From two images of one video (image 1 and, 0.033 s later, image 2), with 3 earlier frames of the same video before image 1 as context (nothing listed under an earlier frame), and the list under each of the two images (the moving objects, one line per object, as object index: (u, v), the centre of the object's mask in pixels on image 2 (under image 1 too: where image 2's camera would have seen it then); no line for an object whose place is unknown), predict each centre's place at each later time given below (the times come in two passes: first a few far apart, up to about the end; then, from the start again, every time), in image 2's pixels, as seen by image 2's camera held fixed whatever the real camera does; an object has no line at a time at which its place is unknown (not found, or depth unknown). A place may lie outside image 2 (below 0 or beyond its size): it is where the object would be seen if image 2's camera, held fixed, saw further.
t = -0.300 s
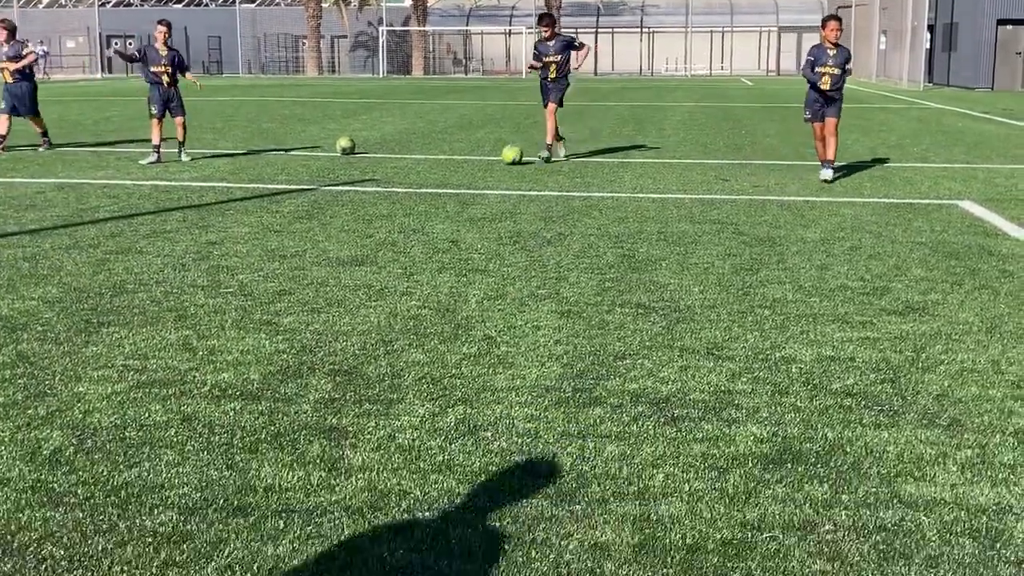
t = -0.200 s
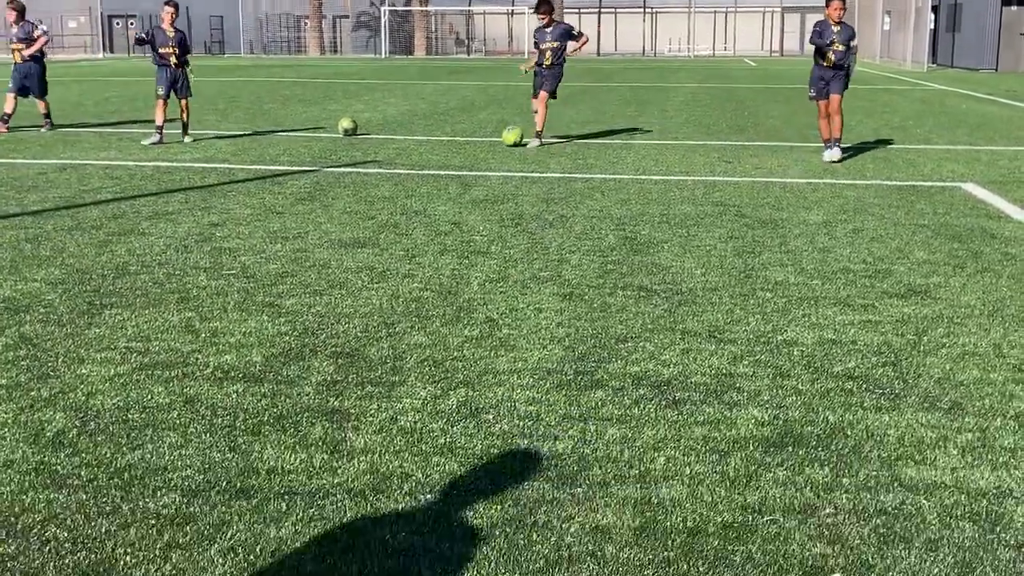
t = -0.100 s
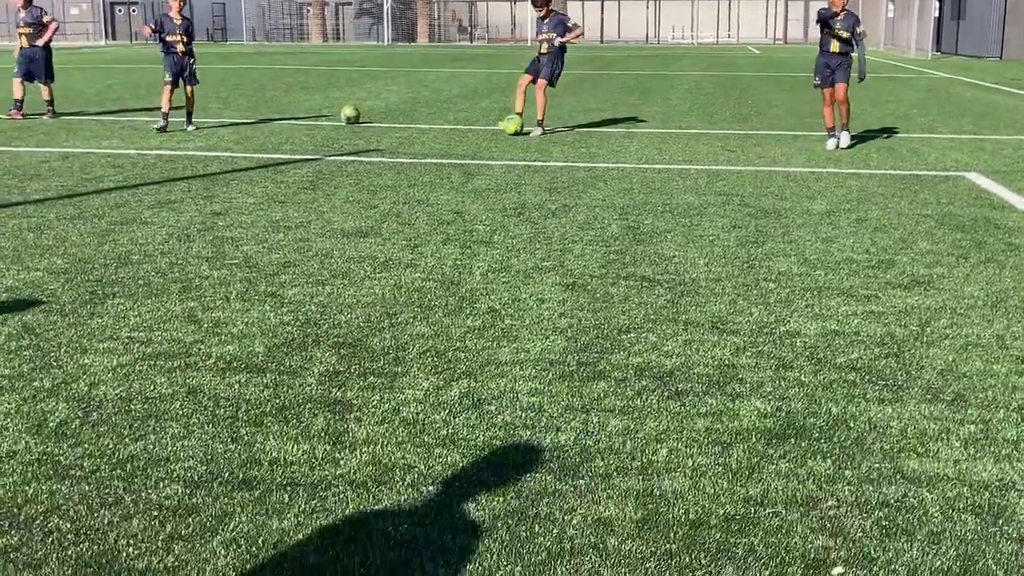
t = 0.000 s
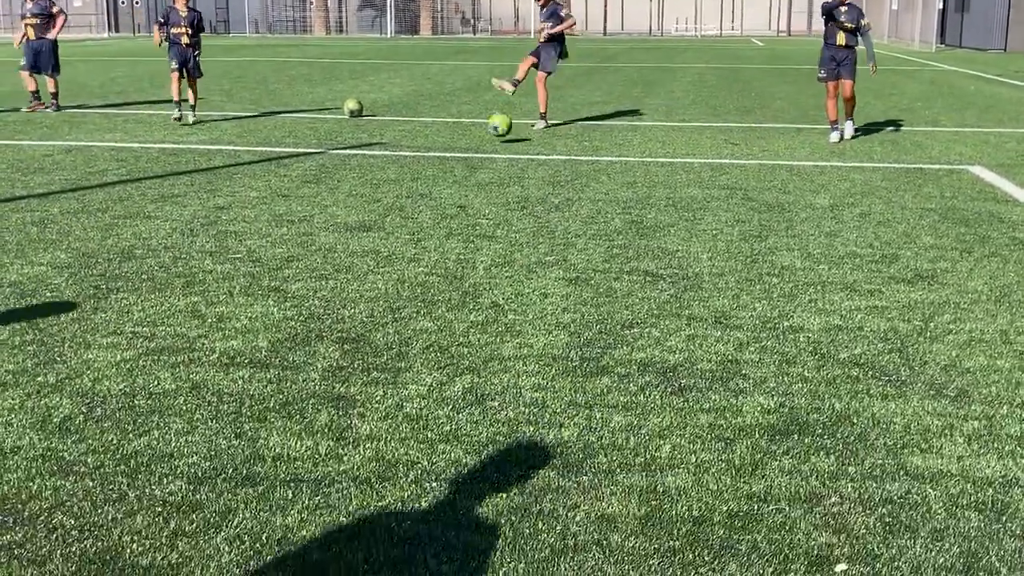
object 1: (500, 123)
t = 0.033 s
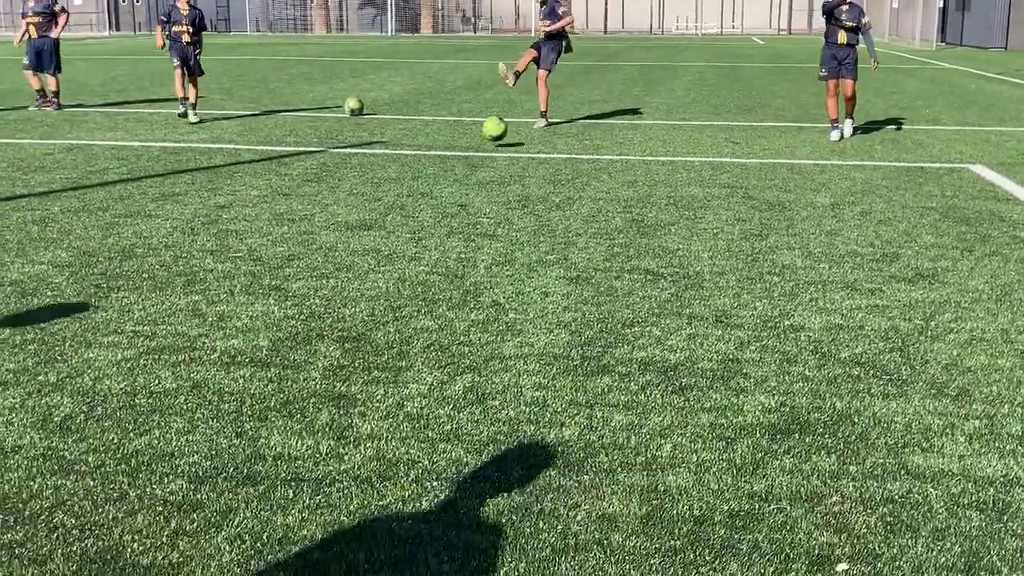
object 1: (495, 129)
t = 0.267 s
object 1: (446, 185)
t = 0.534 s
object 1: (361, 283)
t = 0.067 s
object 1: (488, 135)
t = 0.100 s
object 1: (482, 145)
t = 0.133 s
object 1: (475, 155)
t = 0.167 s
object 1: (469, 159)
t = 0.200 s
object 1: (461, 166)
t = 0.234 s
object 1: (455, 175)
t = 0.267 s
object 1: (446, 185)
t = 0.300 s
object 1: (438, 194)
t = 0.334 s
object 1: (428, 203)
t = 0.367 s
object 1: (420, 216)
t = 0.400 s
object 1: (410, 223)
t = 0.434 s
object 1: (398, 230)
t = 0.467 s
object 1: (388, 244)
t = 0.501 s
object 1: (375, 261)
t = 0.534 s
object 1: (361, 283)
